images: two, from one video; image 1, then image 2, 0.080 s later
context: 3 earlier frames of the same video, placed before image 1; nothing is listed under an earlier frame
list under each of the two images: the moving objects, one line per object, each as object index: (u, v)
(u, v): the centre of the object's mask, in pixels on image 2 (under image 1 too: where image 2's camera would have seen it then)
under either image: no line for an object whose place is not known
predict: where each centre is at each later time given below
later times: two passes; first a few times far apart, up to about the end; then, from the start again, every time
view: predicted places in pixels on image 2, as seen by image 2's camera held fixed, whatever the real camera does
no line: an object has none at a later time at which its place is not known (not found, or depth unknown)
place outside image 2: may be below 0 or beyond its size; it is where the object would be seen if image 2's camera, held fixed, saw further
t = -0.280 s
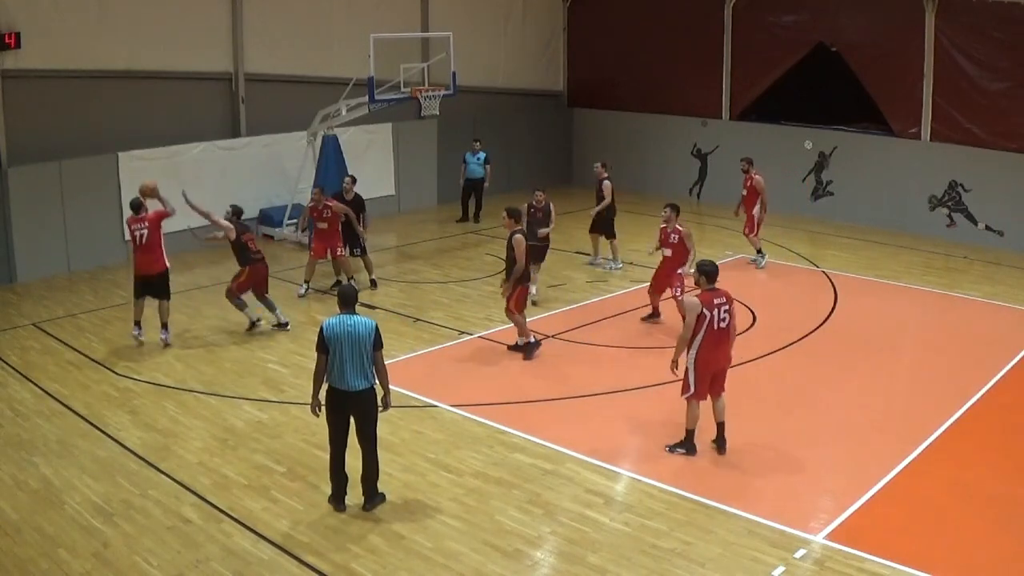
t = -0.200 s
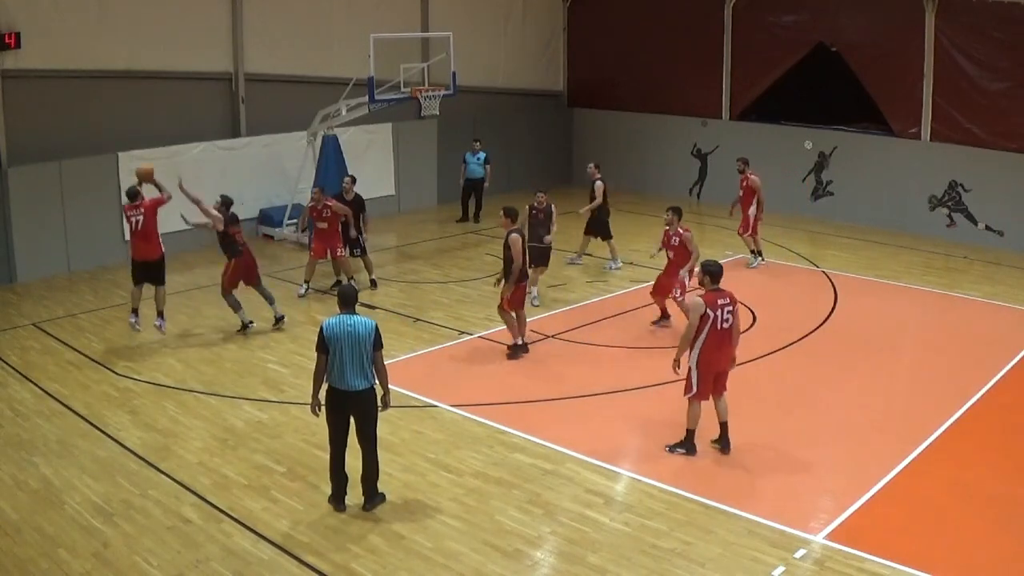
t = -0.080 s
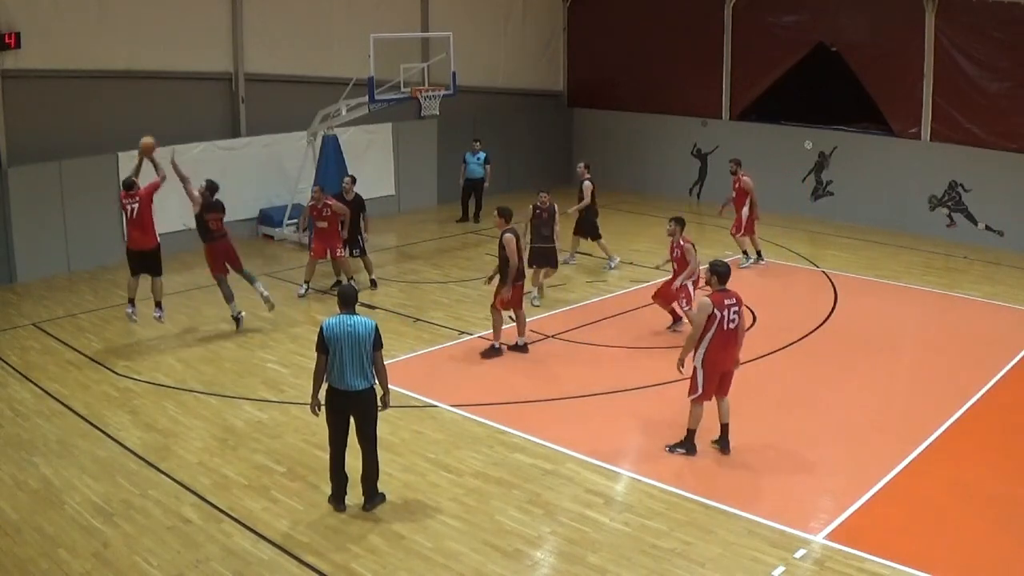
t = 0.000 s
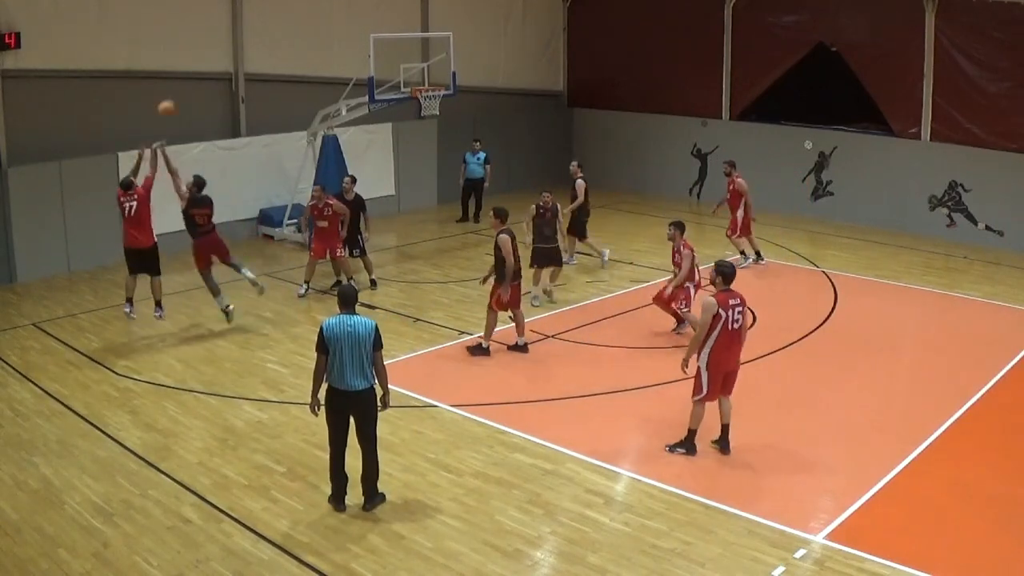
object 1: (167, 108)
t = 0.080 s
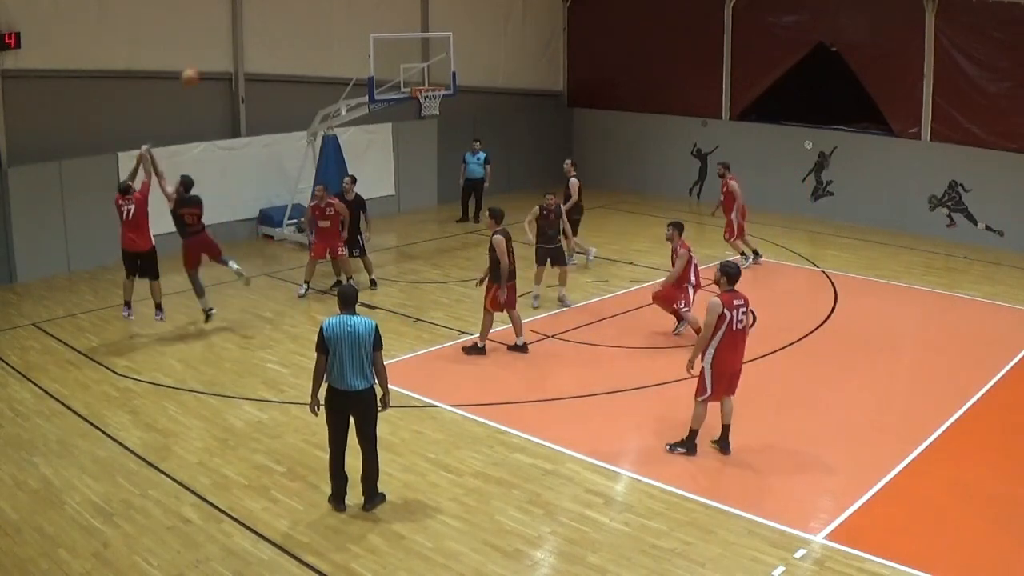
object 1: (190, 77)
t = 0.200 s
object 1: (224, 42)
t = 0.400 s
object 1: (278, 7)
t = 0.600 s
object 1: (329, 4)
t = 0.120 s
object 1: (201, 65)
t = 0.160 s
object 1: (212, 52)
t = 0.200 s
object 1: (224, 42)
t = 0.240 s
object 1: (235, 32)
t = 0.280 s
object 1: (246, 24)
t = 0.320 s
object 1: (257, 17)
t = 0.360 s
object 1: (268, 11)
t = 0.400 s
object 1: (278, 7)
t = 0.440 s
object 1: (289, 6)
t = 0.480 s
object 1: (298, 4)
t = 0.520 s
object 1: (309, 4)
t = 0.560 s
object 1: (319, 4)
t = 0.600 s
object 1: (329, 4)
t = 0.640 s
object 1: (339, 5)
